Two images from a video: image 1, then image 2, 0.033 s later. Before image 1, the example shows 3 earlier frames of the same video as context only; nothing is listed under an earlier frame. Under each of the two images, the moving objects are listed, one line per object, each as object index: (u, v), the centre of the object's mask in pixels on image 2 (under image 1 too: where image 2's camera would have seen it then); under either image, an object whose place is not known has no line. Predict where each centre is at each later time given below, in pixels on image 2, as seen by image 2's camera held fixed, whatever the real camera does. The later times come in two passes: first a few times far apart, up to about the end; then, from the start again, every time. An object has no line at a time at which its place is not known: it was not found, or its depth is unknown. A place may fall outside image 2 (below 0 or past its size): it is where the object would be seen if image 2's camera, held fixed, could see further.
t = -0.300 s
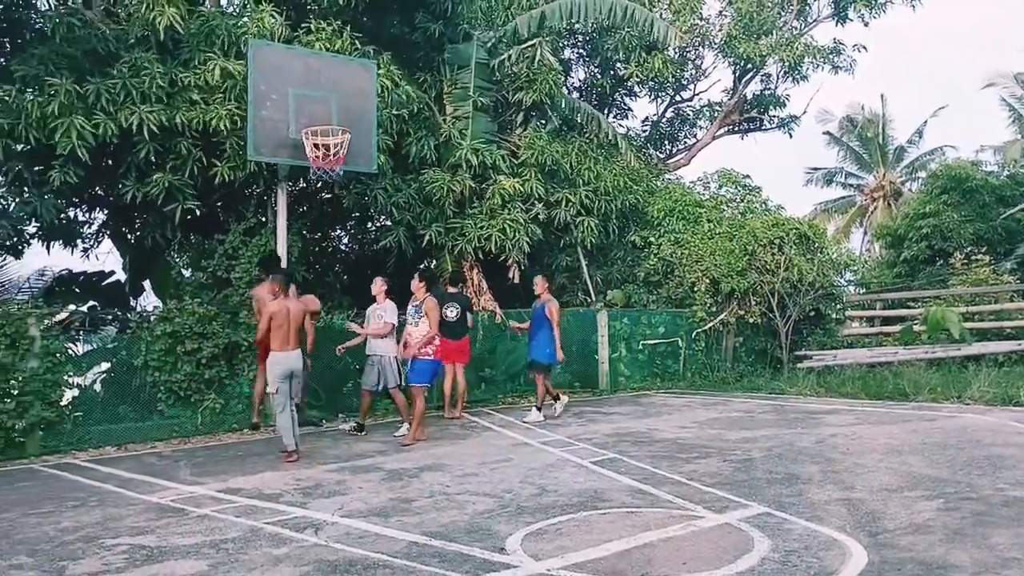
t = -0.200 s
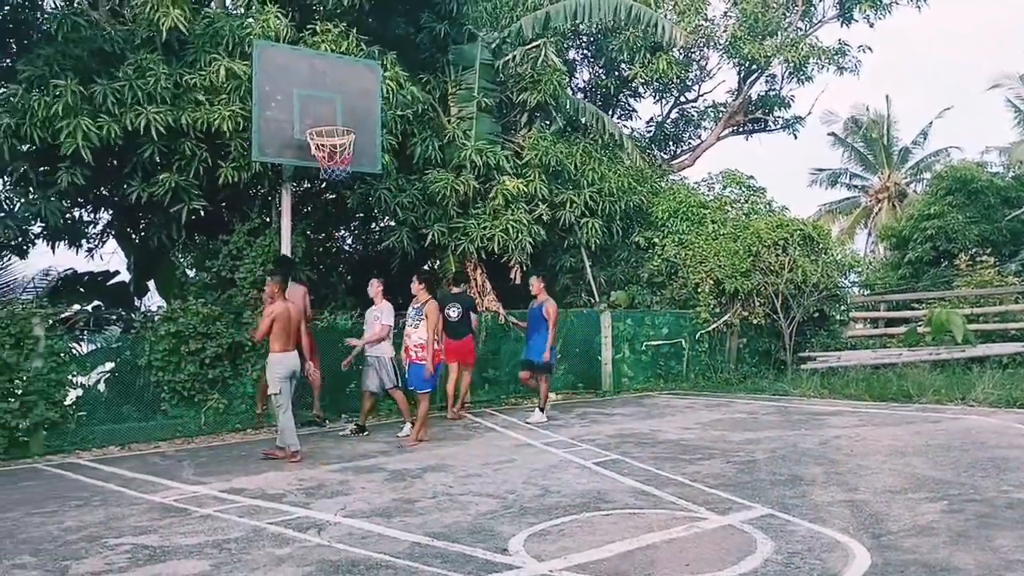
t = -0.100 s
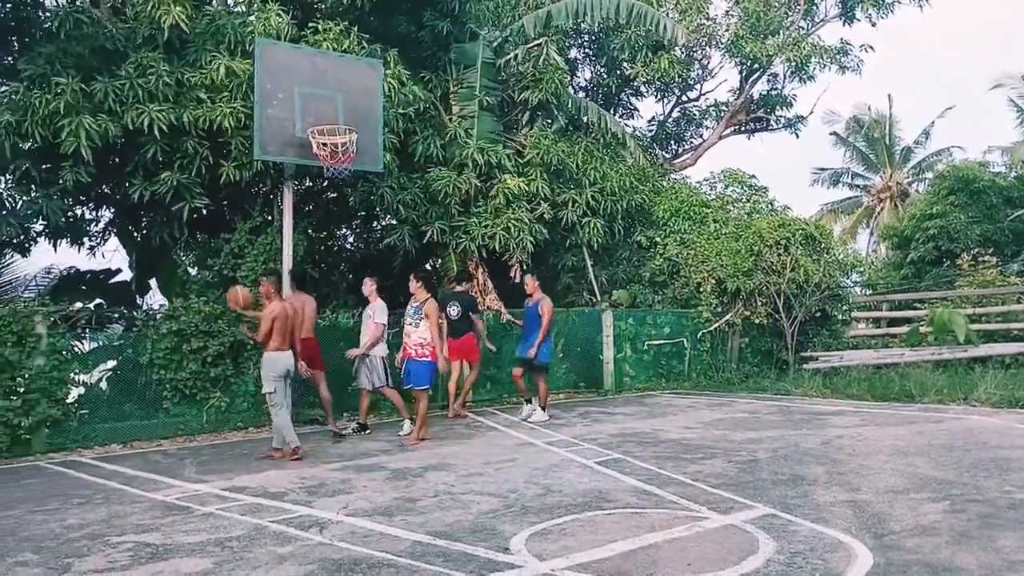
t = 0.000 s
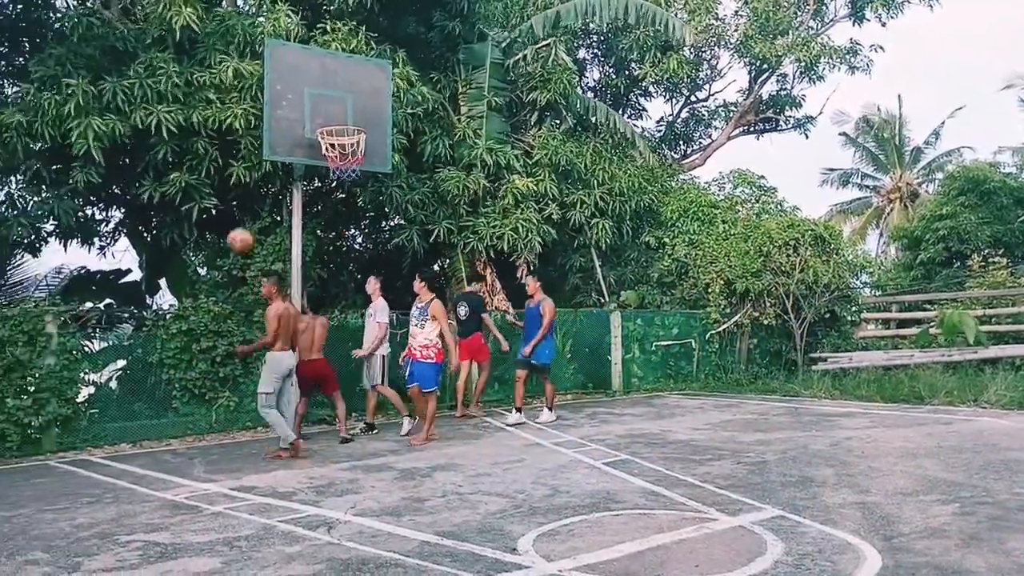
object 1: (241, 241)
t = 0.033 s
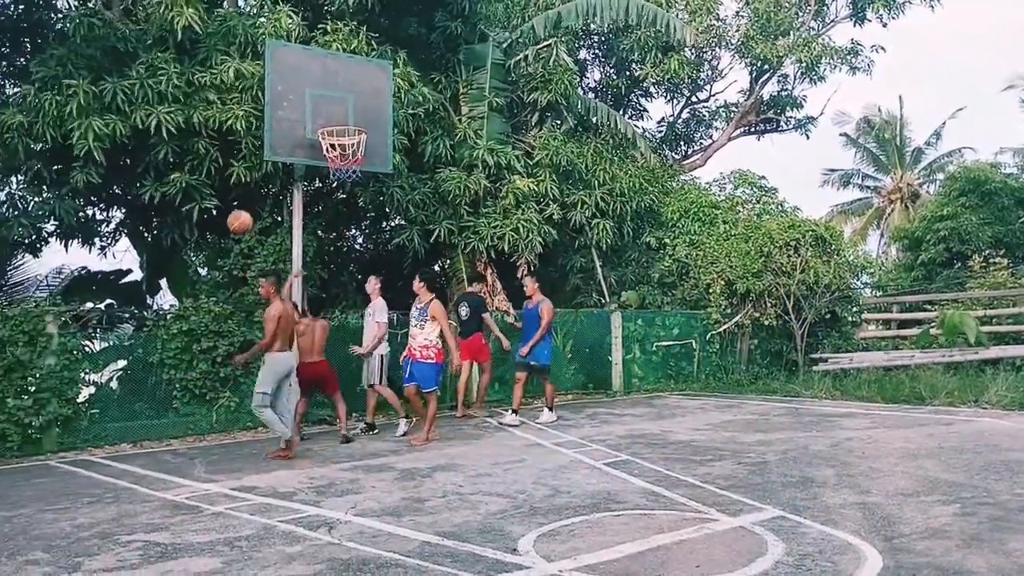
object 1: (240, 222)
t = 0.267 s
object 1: (235, 123)
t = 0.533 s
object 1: (227, 71)
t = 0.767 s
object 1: (217, 88)
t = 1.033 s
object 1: (207, 185)
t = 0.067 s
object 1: (239, 205)
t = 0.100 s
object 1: (239, 189)
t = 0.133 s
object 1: (239, 174)
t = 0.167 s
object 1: (238, 159)
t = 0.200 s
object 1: (237, 145)
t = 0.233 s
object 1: (236, 133)
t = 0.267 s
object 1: (235, 123)
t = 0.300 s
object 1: (233, 112)
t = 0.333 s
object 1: (234, 102)
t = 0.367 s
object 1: (233, 95)
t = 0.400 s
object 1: (231, 88)
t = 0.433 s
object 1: (230, 82)
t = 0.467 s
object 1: (229, 78)
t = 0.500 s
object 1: (228, 75)
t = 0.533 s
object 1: (227, 71)
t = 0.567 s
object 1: (225, 70)
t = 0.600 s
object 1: (224, 70)
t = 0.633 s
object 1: (223, 70)
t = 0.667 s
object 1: (222, 73)
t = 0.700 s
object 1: (220, 77)
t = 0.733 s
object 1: (218, 81)
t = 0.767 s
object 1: (217, 88)
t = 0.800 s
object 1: (215, 95)
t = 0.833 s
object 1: (214, 104)
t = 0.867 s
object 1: (214, 115)
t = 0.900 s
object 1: (211, 125)
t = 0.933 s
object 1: (211, 137)
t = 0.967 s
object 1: (210, 152)
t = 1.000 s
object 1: (208, 168)
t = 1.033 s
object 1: (207, 185)
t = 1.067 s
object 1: (206, 204)
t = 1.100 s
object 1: (205, 223)
